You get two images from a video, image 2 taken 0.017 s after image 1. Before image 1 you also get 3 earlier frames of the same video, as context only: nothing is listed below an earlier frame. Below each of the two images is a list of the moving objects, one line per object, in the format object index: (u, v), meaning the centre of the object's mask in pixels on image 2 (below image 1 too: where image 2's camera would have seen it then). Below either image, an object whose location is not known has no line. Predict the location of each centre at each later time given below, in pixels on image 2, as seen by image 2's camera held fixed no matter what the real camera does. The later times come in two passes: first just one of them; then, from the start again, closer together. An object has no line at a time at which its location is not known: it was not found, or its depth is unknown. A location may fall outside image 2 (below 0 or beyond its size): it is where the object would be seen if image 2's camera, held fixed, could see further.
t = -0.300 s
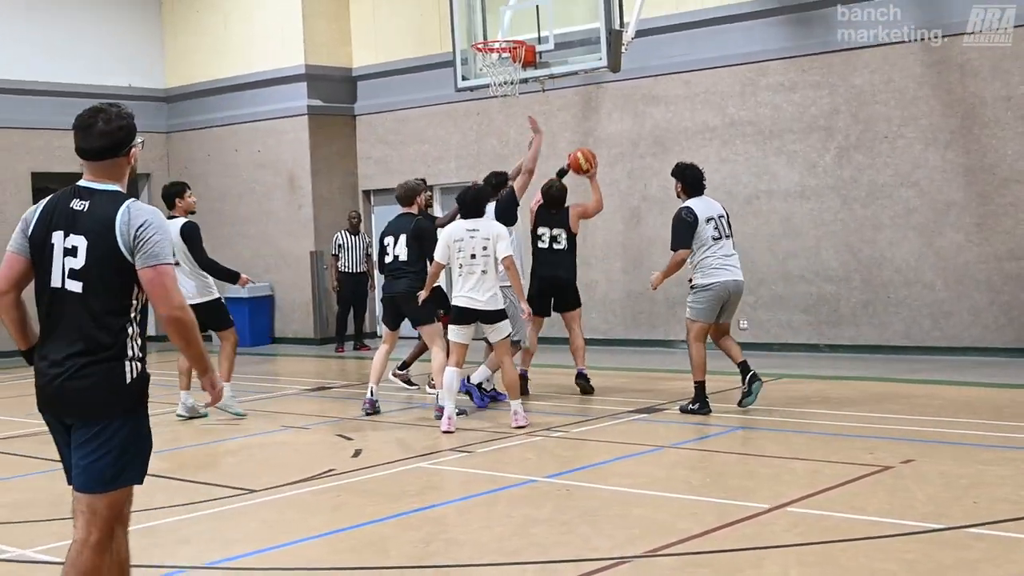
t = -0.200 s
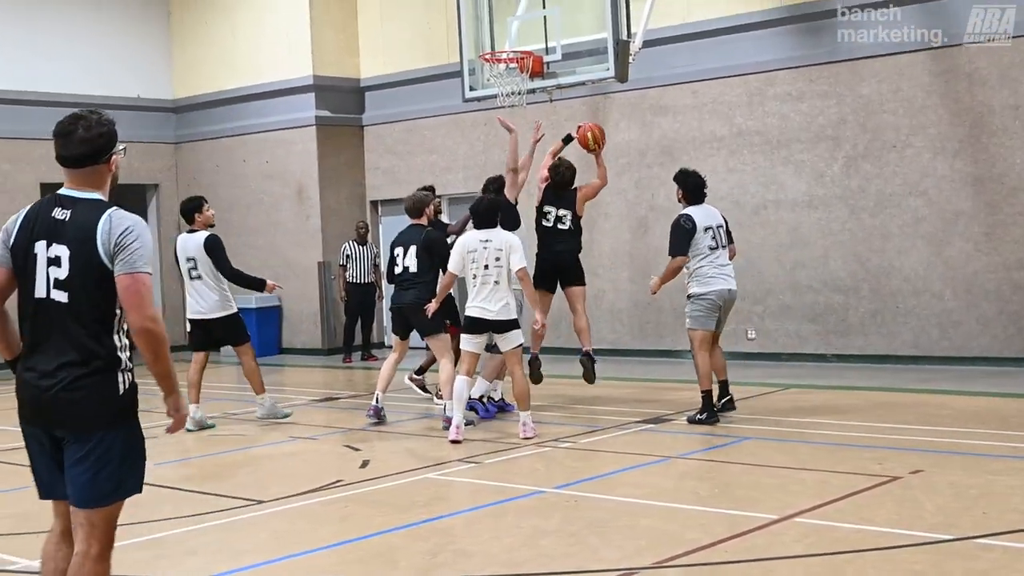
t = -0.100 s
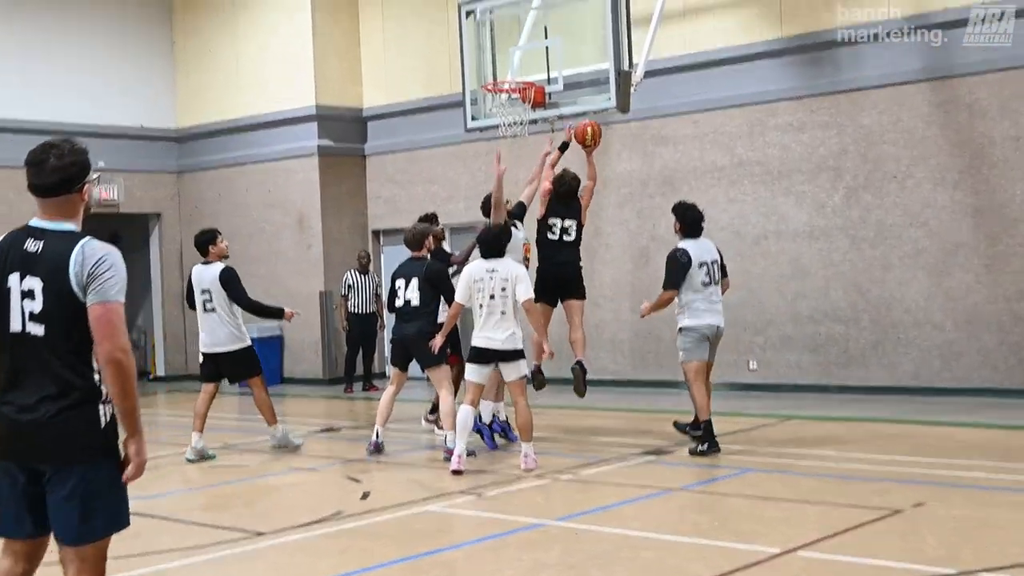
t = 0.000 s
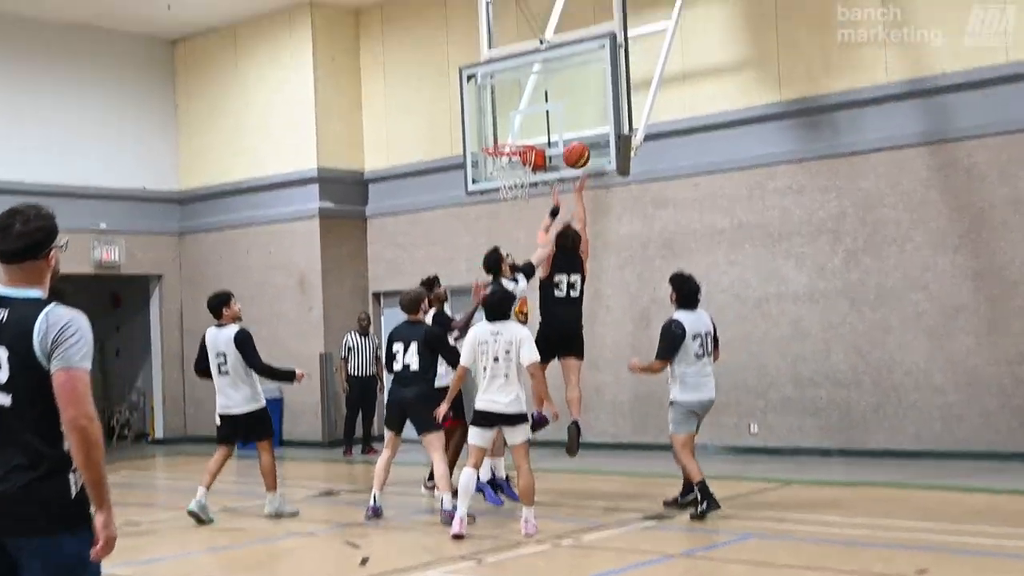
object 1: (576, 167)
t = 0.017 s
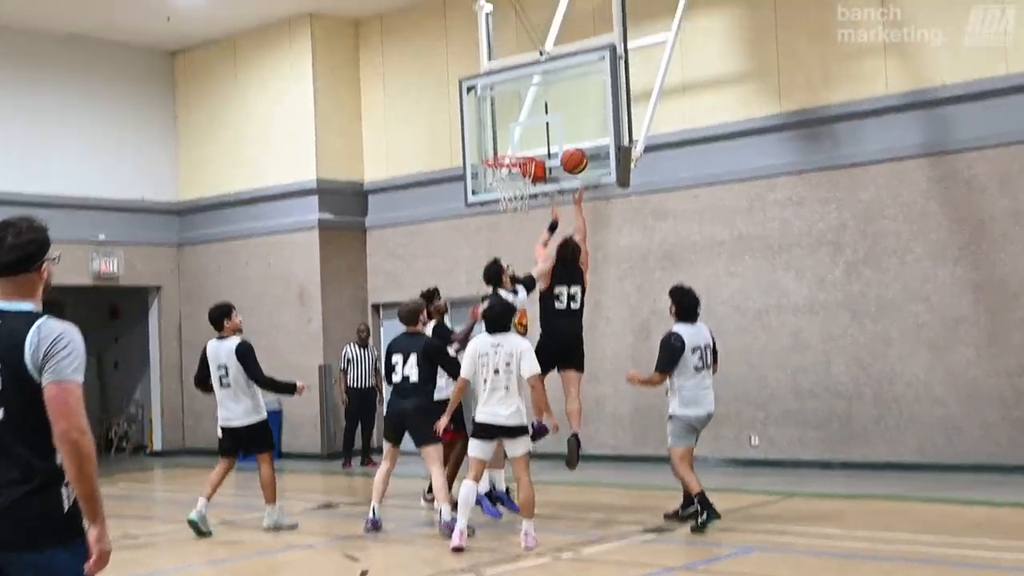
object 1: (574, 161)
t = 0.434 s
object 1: (506, 148)
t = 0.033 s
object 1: (572, 155)
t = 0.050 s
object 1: (569, 150)
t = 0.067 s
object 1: (567, 146)
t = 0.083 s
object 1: (564, 143)
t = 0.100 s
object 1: (561, 140)
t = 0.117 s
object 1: (559, 138)
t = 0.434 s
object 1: (506, 148)
